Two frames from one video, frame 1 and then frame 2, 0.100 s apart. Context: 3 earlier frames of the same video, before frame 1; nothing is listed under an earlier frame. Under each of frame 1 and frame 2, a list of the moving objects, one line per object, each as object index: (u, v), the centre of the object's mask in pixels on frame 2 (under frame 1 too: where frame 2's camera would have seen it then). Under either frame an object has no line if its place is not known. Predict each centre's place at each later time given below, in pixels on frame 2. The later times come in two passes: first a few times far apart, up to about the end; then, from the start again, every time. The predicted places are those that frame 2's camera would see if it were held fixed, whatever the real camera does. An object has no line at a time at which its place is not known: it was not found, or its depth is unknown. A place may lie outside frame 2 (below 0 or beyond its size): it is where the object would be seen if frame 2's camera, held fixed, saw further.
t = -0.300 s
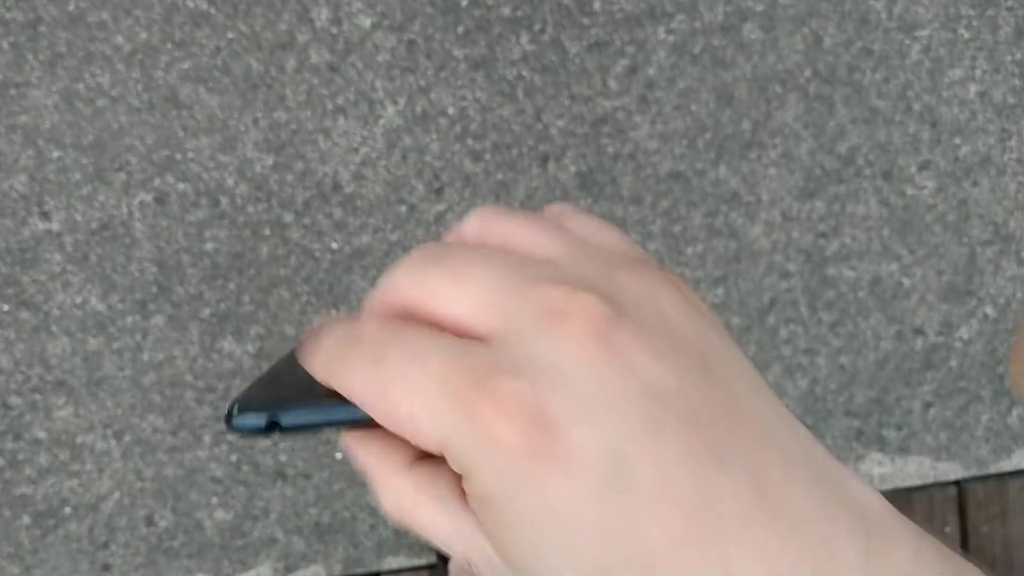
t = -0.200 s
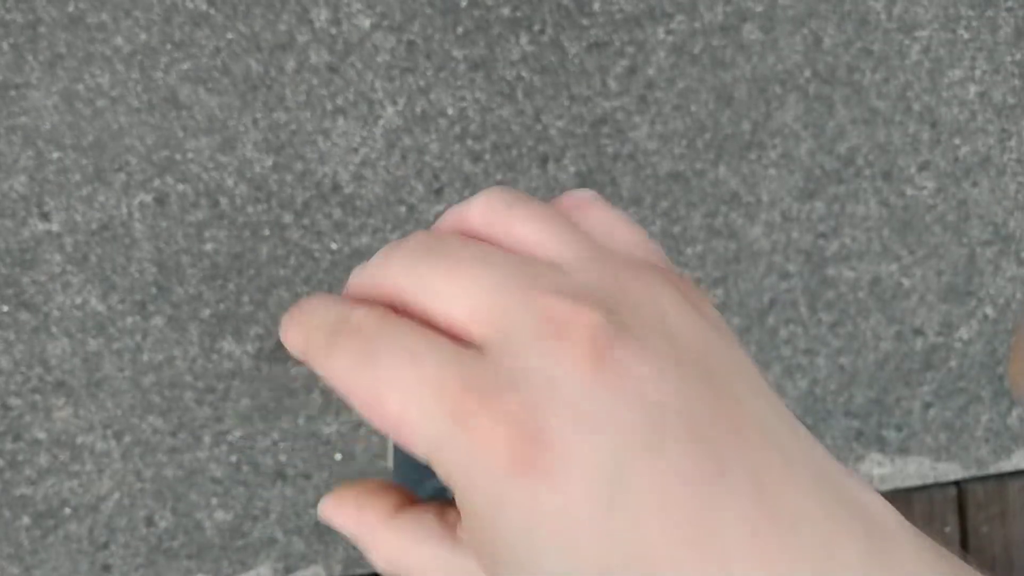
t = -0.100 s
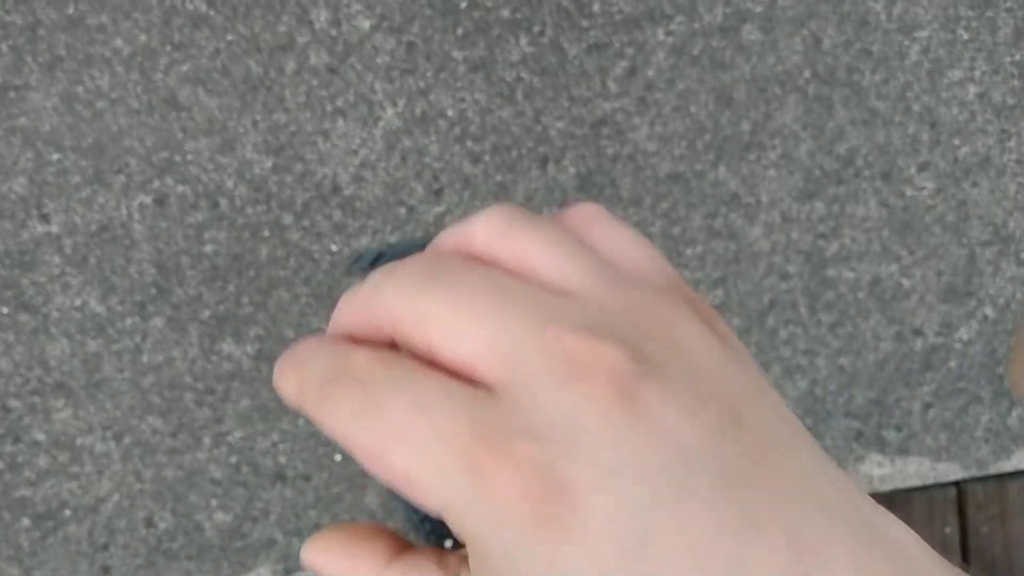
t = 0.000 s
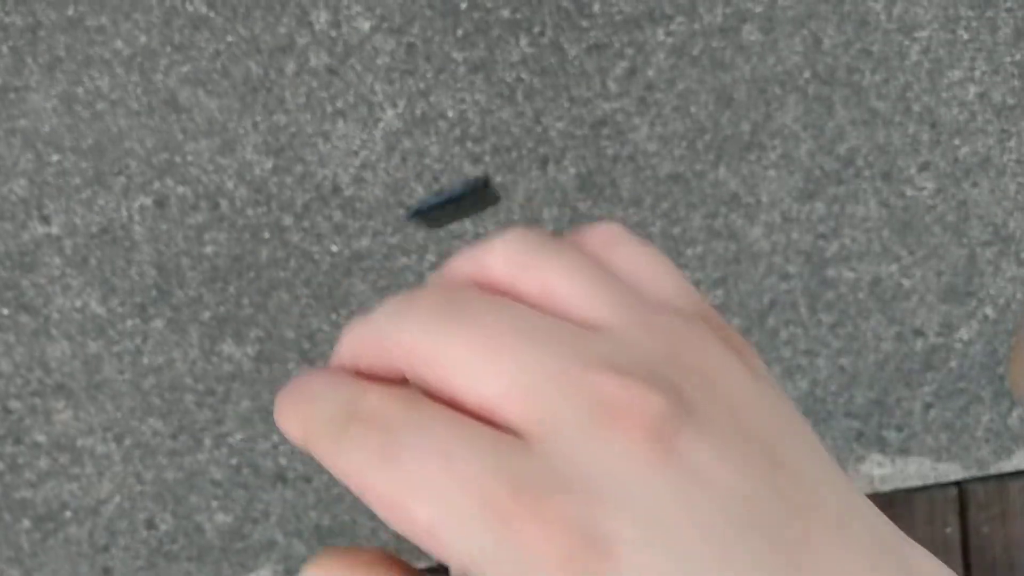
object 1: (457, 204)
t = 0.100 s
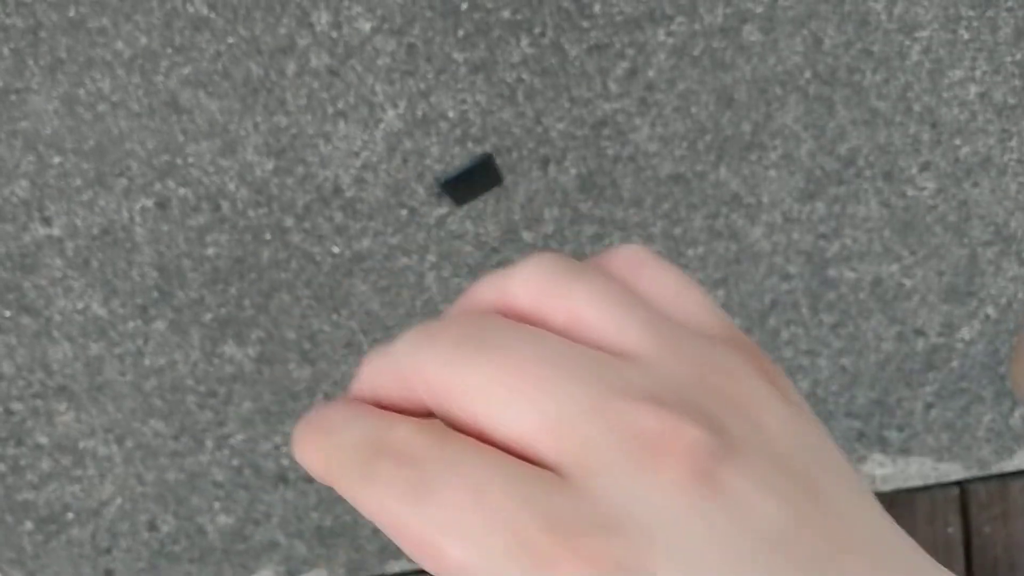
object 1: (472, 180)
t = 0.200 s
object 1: (385, 125)
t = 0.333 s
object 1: (248, 40)
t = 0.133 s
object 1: (470, 175)
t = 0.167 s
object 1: (427, 148)
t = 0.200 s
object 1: (385, 125)
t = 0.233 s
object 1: (346, 102)
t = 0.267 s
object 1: (302, 74)
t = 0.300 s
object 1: (267, 54)
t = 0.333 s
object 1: (248, 40)
